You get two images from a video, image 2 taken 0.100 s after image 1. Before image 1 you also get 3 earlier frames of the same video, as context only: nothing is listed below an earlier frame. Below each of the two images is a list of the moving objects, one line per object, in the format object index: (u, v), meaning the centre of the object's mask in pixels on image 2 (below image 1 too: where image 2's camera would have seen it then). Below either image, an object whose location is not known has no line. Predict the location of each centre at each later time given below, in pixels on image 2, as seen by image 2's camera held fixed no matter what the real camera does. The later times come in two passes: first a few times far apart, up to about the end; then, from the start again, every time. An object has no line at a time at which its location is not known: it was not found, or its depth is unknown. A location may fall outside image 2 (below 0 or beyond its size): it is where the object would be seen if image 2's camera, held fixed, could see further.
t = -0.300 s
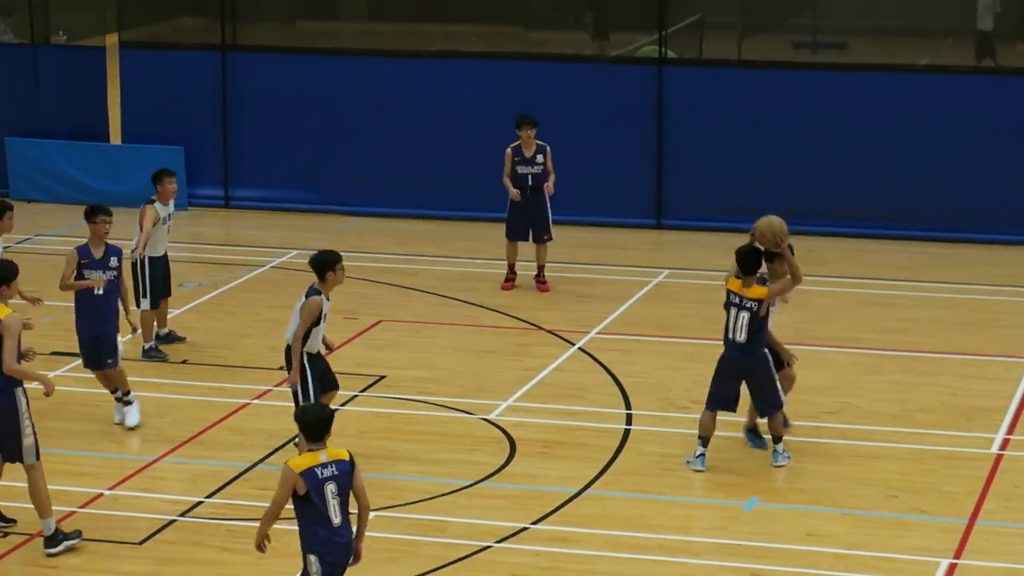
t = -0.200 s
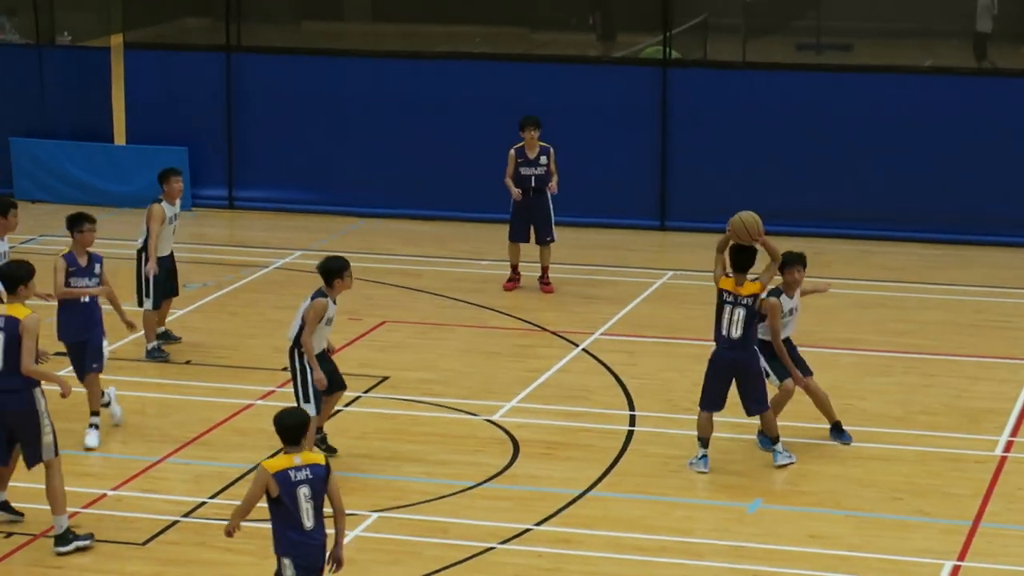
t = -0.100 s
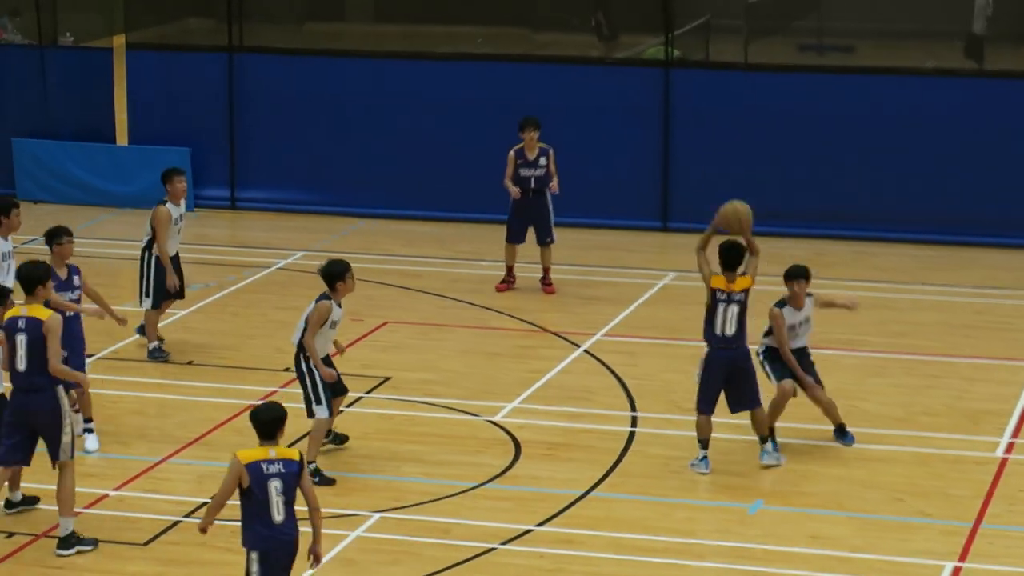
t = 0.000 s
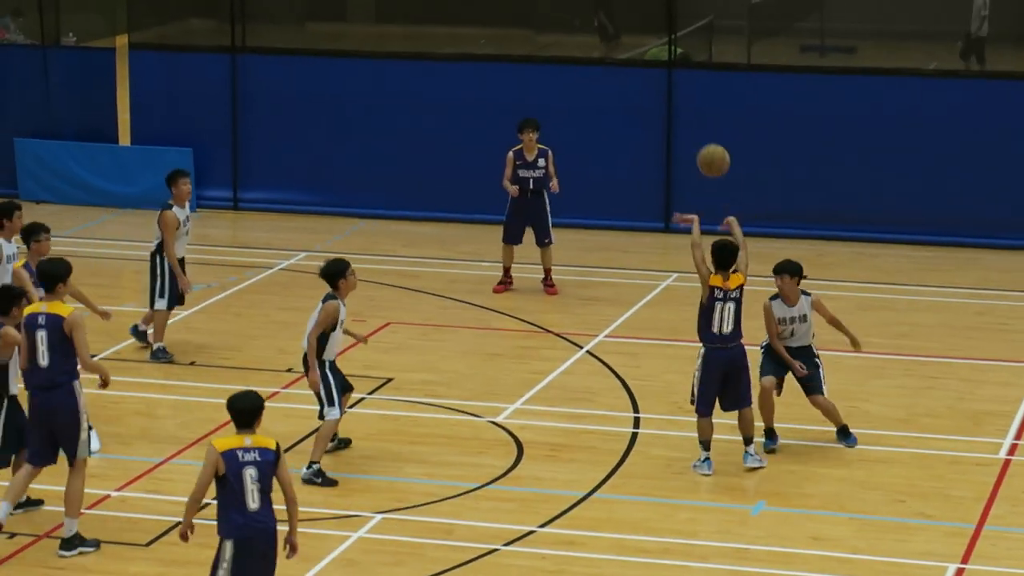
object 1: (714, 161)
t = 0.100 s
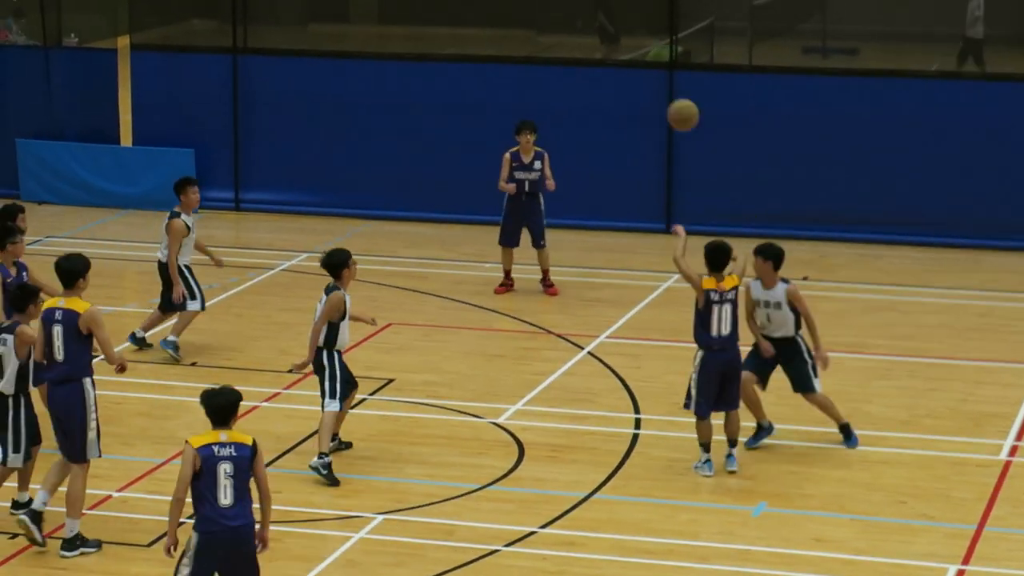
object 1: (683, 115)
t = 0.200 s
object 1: (654, 83)
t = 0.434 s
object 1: (593, 61)
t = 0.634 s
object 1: (549, 90)
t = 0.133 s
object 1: (673, 103)
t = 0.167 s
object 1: (663, 92)
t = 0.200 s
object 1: (654, 83)
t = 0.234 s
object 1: (644, 76)
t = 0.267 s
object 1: (635, 70)
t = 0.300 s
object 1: (626, 65)
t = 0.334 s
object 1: (618, 62)
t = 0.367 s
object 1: (609, 60)
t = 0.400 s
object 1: (601, 60)
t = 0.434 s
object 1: (593, 61)
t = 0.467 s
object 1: (586, 63)
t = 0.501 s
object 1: (578, 67)
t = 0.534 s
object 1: (571, 71)
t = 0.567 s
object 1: (564, 77)
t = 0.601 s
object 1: (556, 83)
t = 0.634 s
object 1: (549, 90)
